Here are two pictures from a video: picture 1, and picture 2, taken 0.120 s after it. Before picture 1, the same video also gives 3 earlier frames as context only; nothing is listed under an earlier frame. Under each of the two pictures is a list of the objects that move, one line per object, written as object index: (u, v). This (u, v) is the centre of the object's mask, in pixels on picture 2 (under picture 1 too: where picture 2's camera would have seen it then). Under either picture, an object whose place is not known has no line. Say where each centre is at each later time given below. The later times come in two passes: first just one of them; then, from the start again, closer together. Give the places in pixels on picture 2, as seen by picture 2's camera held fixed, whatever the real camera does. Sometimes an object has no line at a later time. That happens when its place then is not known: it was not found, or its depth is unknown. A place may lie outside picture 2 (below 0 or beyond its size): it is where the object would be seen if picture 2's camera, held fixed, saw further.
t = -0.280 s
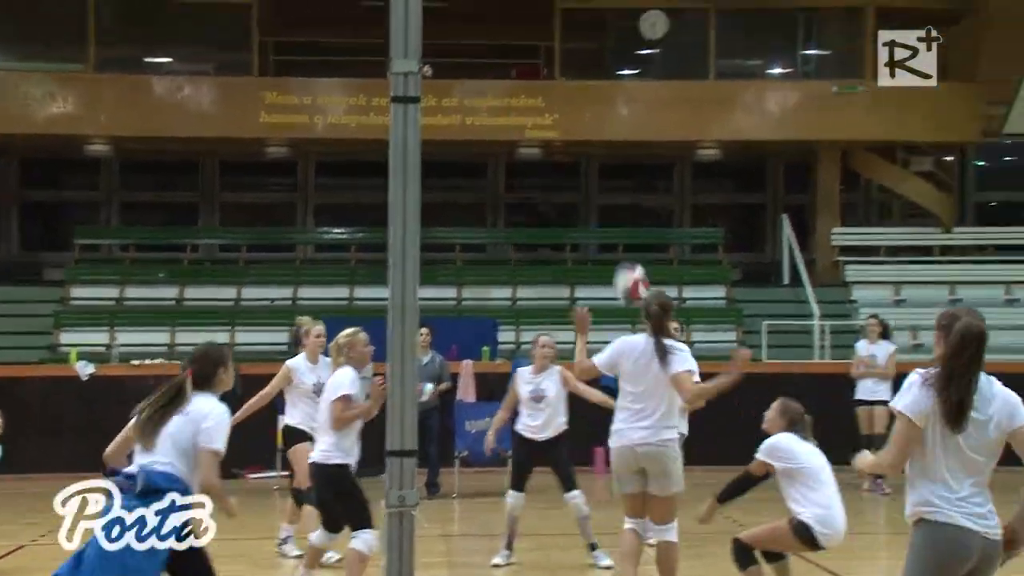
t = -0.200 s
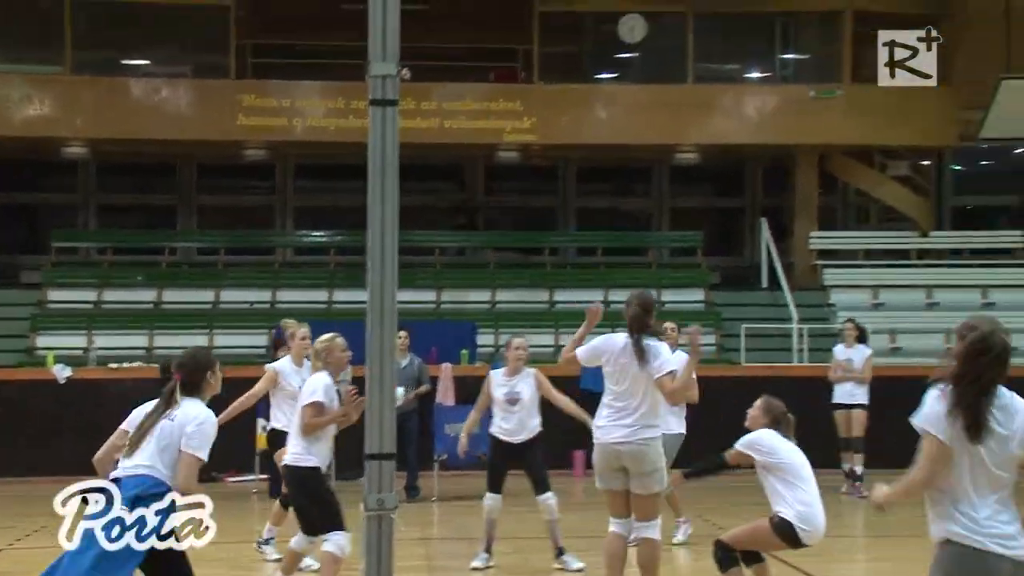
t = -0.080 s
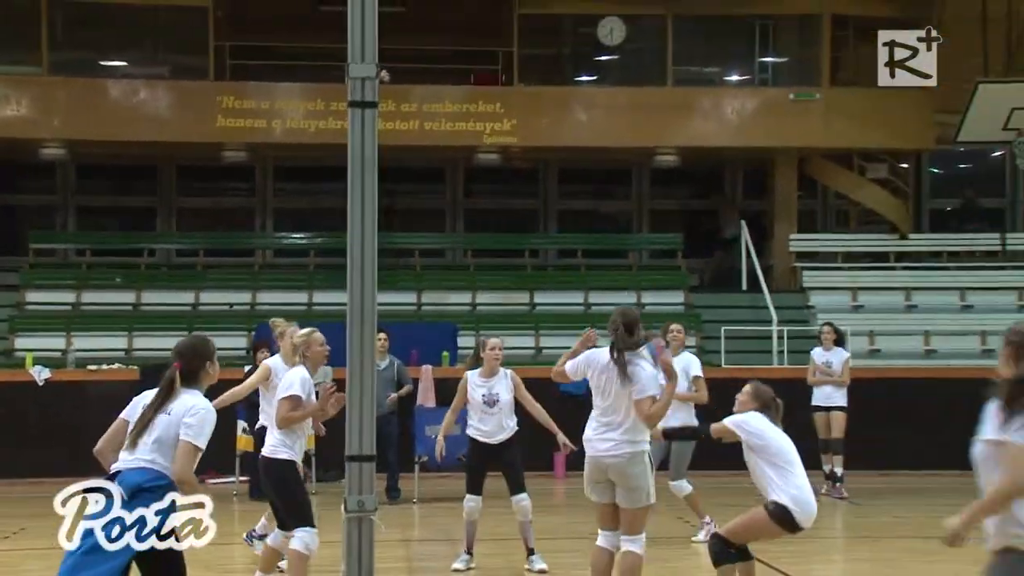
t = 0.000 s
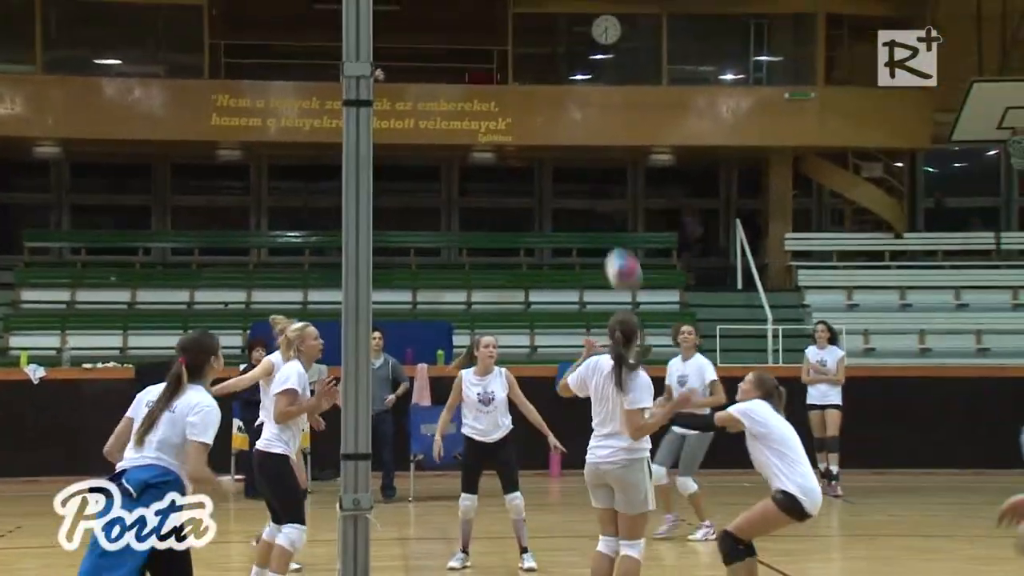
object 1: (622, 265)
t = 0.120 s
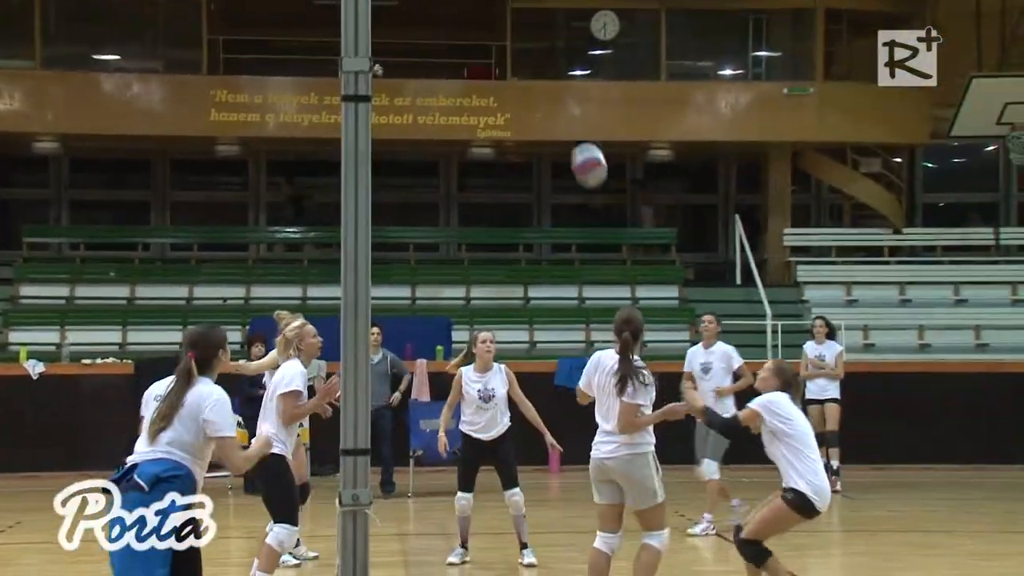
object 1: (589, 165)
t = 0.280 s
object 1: (546, 68)
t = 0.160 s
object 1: (578, 137)
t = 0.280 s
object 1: (546, 68)
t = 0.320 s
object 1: (536, 52)
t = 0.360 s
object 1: (525, 37)
